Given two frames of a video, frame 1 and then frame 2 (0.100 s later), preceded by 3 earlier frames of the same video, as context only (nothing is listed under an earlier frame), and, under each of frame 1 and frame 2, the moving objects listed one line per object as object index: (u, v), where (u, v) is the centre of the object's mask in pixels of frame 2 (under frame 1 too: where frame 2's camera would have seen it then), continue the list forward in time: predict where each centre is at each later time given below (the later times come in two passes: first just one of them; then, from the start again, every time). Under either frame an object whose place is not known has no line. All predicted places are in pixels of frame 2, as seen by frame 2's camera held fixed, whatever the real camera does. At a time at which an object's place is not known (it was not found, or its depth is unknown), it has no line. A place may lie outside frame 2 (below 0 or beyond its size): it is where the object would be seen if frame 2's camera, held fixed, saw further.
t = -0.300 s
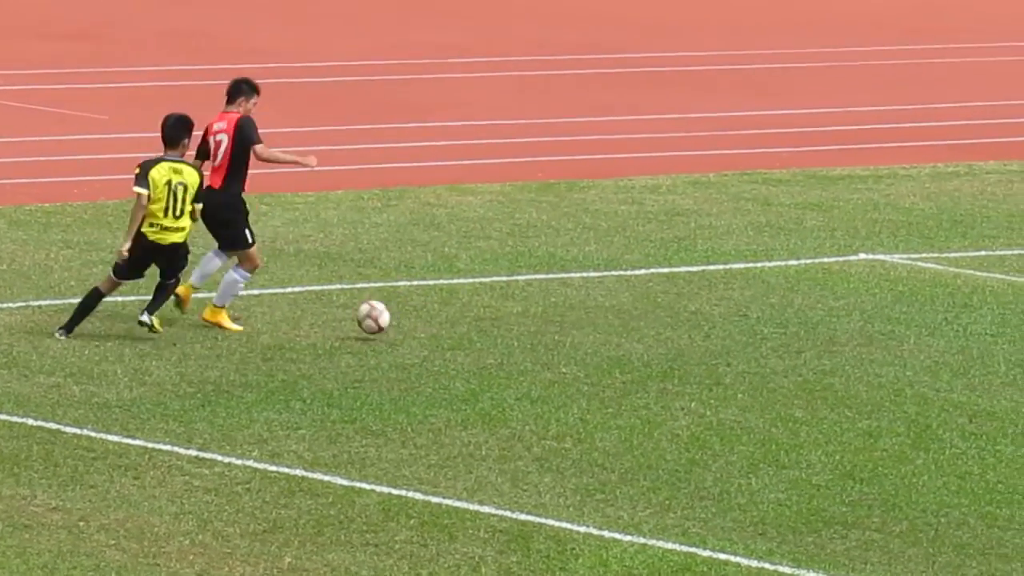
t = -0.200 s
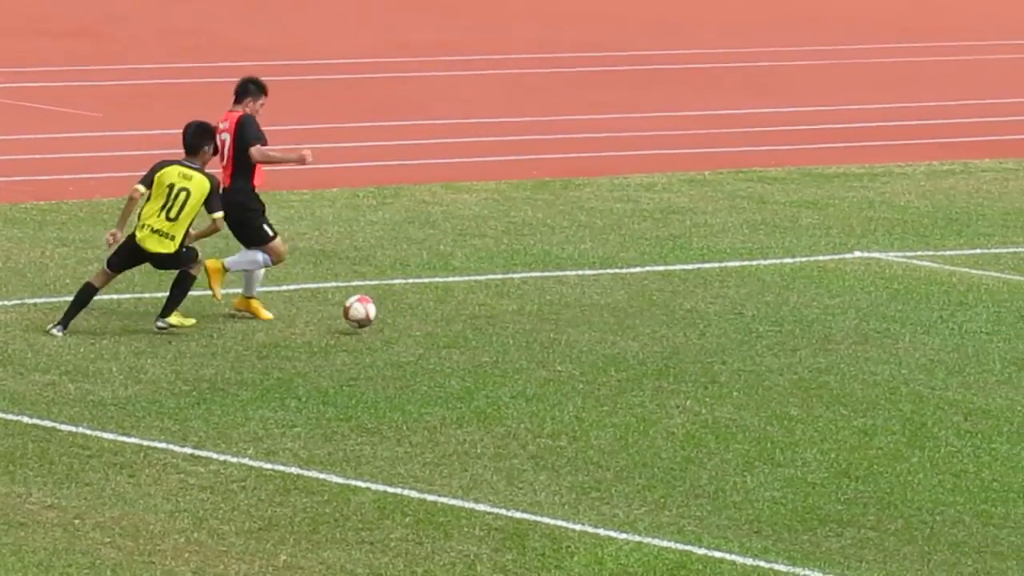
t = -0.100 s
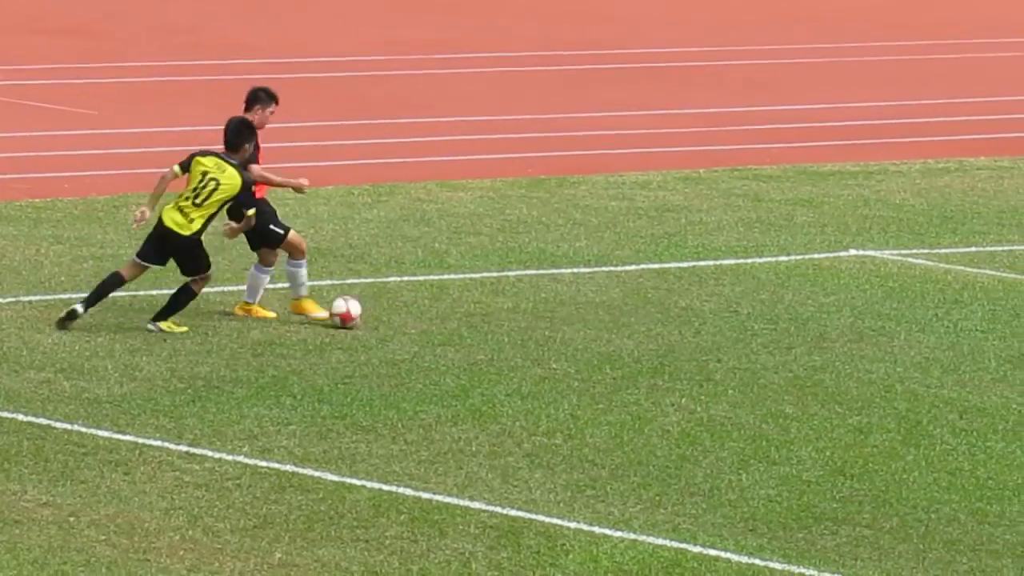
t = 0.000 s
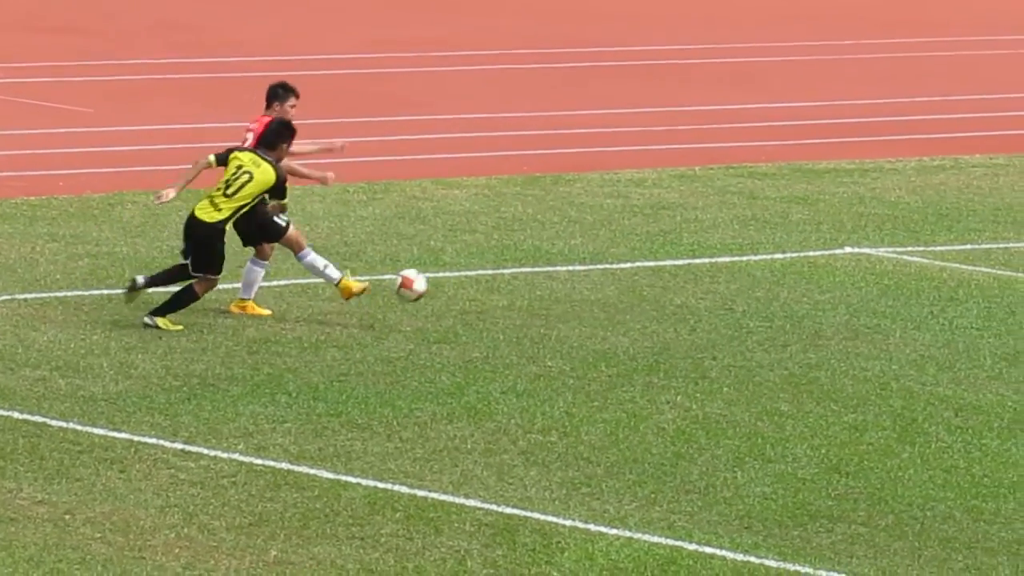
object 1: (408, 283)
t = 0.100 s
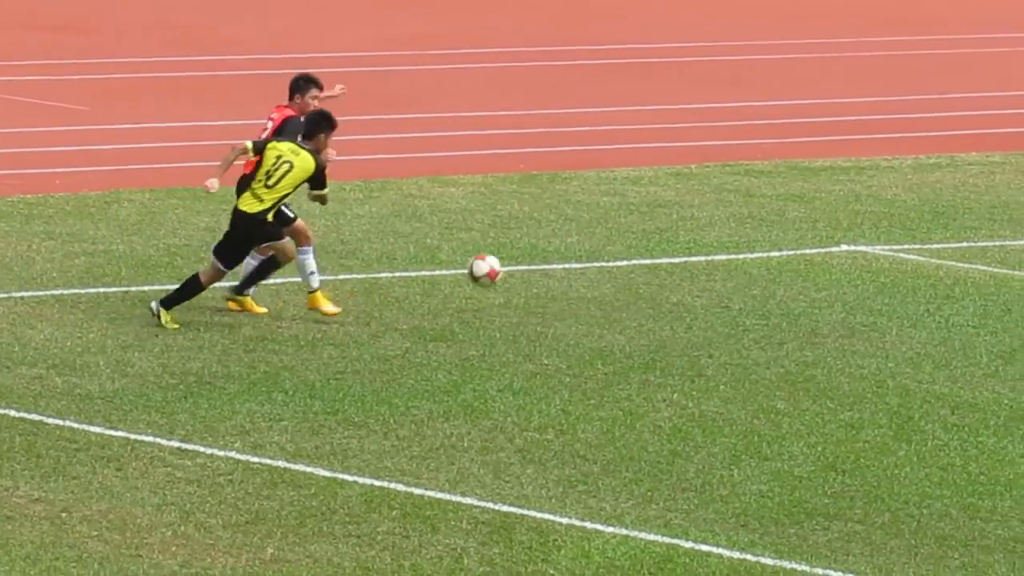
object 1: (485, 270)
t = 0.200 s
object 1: (561, 271)
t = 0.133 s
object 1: (509, 268)
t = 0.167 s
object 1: (536, 269)
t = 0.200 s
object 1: (561, 271)
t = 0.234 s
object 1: (585, 275)
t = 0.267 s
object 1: (610, 280)
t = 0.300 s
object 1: (636, 287)
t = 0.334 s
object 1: (661, 296)
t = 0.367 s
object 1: (685, 306)
